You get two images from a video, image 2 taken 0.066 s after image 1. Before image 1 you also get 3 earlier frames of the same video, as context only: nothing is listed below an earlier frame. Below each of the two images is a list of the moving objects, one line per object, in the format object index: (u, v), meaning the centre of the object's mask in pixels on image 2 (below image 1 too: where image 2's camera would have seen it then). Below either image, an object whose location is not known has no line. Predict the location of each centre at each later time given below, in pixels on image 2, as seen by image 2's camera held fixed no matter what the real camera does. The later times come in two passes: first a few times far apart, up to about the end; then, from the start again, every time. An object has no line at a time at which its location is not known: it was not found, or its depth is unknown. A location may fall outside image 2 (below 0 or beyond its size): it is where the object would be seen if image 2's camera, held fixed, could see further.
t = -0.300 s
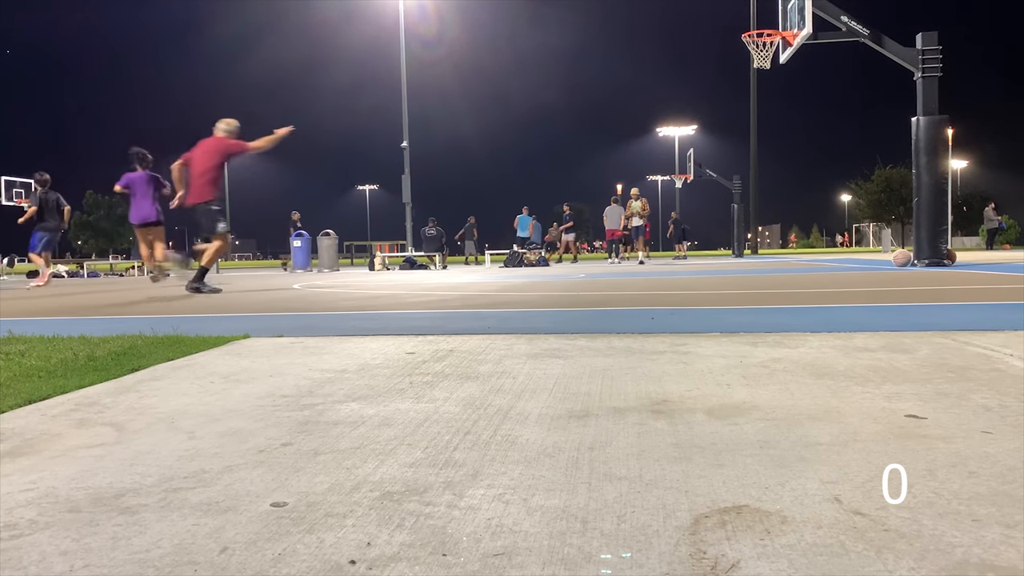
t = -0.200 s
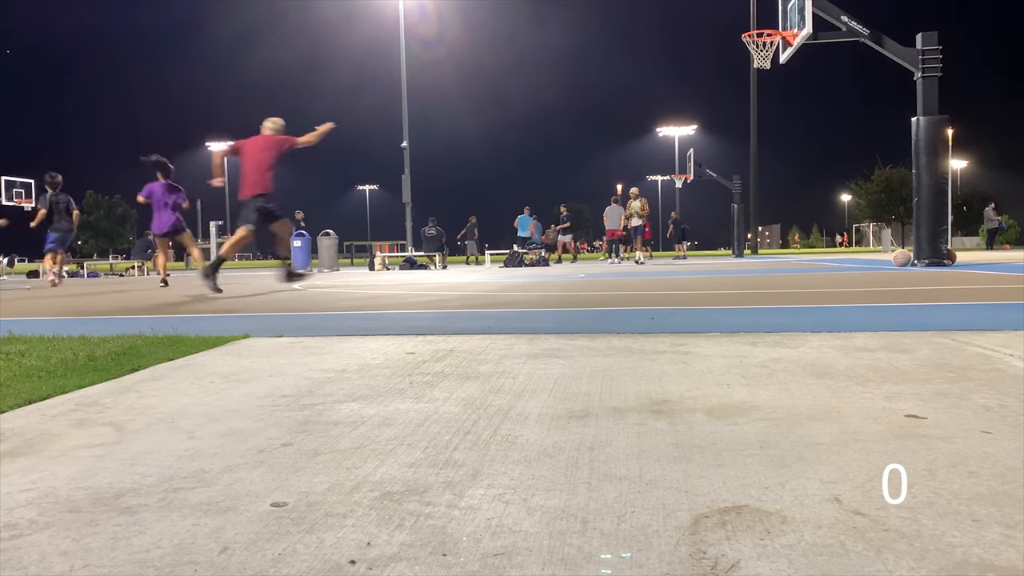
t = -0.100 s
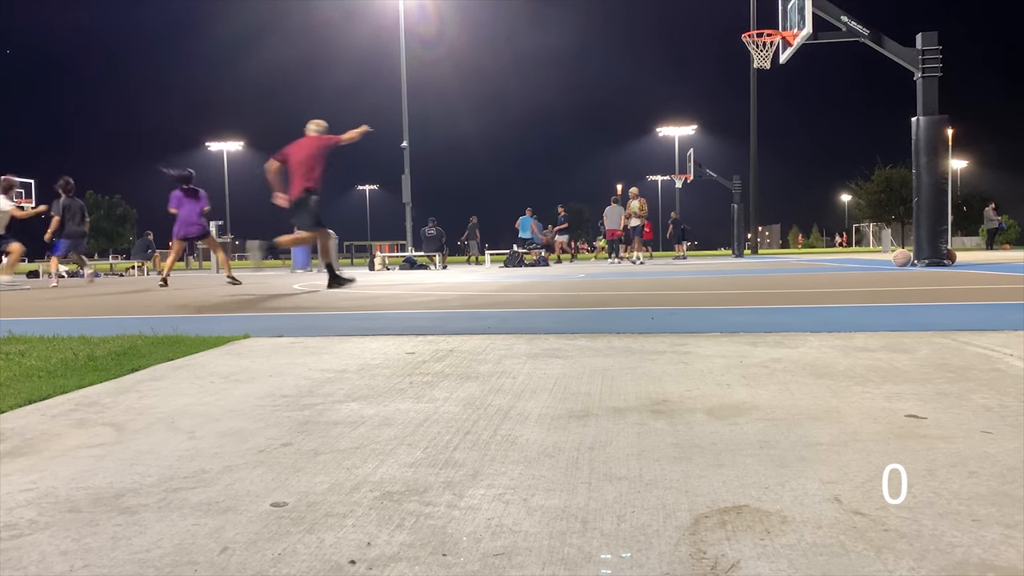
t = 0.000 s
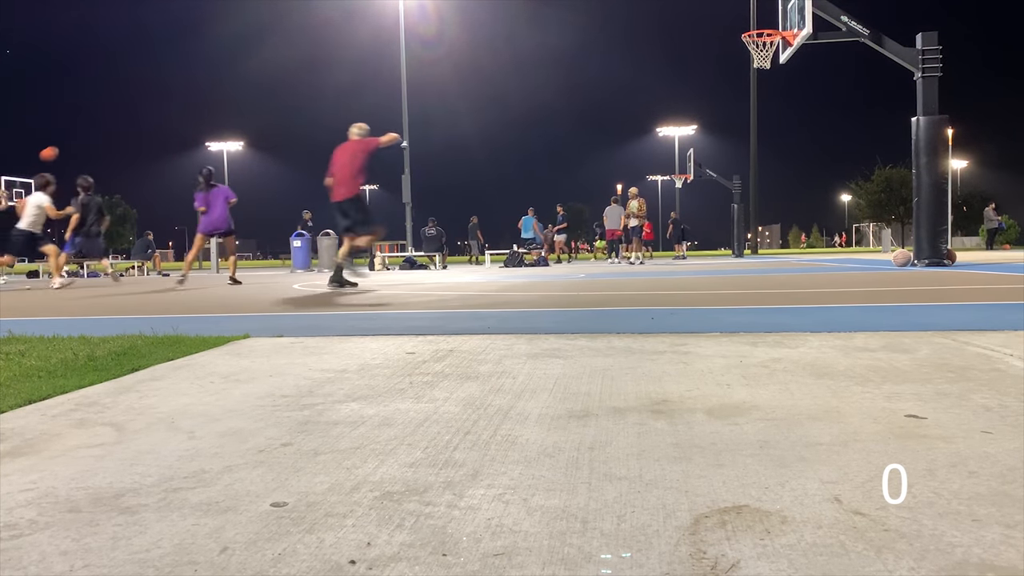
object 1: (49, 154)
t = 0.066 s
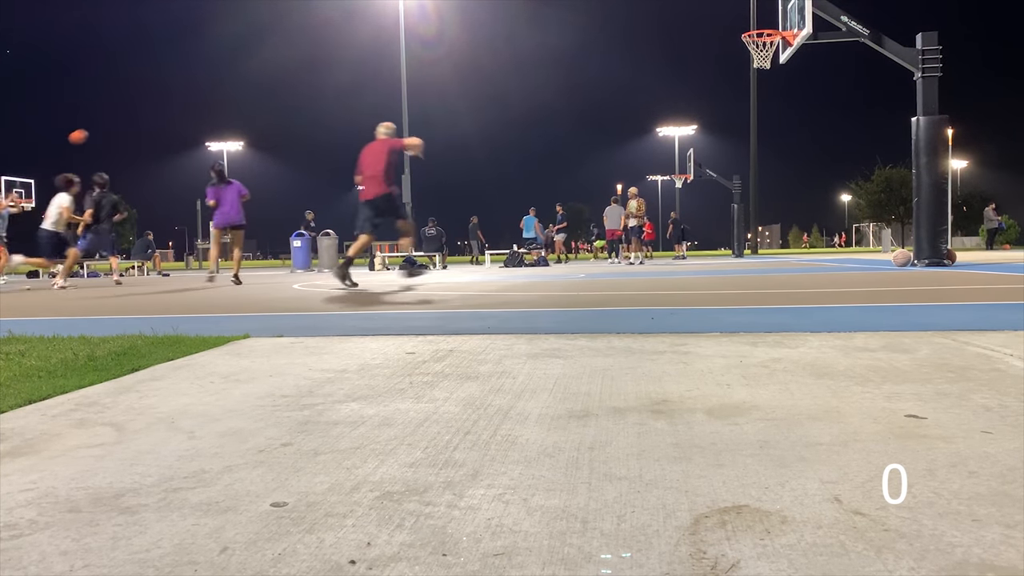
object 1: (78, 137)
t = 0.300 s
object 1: (187, 88)
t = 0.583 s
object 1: (343, 57)
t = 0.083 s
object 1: (85, 133)
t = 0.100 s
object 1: (93, 129)
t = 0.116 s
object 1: (100, 125)
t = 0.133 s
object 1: (108, 121)
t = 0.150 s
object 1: (115, 117)
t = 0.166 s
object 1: (123, 114)
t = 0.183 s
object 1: (131, 110)
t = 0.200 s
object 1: (139, 107)
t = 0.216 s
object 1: (147, 103)
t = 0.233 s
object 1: (155, 100)
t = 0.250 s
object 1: (163, 97)
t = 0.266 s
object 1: (171, 94)
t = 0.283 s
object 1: (179, 91)
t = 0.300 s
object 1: (187, 88)
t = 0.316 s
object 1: (196, 85)
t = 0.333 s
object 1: (204, 83)
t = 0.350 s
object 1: (213, 80)
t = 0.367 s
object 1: (222, 78)
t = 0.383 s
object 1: (230, 75)
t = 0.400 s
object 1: (240, 73)
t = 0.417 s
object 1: (248, 71)
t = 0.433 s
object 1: (257, 69)
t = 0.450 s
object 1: (266, 67)
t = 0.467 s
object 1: (275, 65)
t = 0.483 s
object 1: (285, 64)
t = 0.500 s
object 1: (294, 62)
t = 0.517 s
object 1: (303, 61)
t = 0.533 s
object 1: (313, 60)
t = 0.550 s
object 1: (323, 58)
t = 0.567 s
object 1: (332, 57)
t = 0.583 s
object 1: (343, 57)
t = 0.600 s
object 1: (352, 56)
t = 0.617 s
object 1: (362, 55)
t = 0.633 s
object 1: (373, 55)
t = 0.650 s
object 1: (383, 54)
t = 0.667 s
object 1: (393, 54)
